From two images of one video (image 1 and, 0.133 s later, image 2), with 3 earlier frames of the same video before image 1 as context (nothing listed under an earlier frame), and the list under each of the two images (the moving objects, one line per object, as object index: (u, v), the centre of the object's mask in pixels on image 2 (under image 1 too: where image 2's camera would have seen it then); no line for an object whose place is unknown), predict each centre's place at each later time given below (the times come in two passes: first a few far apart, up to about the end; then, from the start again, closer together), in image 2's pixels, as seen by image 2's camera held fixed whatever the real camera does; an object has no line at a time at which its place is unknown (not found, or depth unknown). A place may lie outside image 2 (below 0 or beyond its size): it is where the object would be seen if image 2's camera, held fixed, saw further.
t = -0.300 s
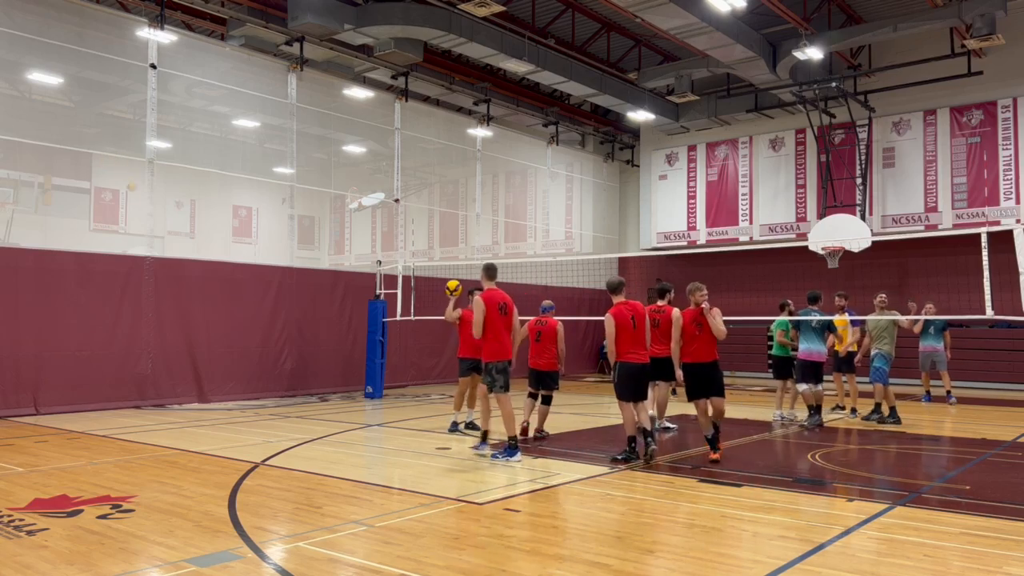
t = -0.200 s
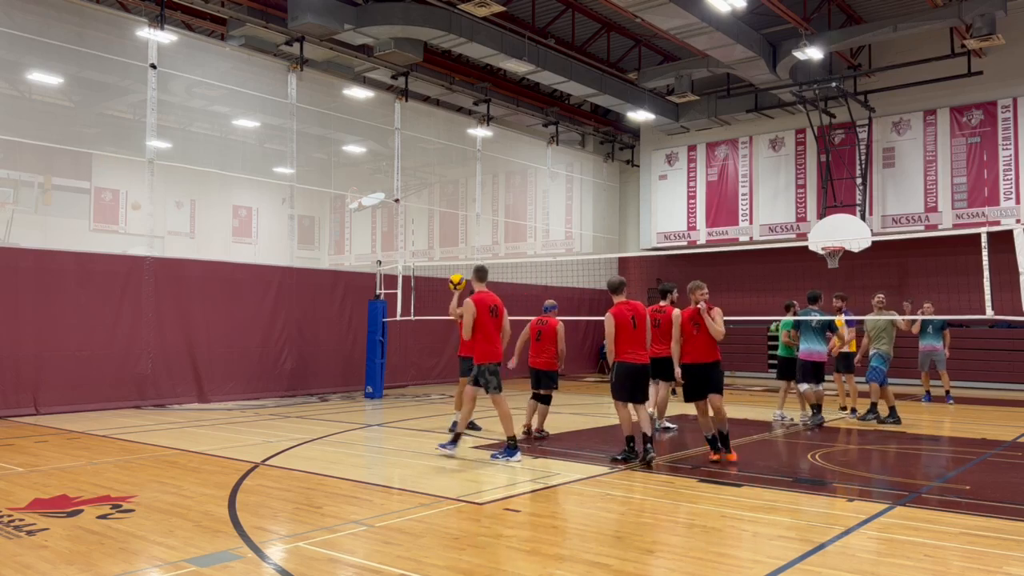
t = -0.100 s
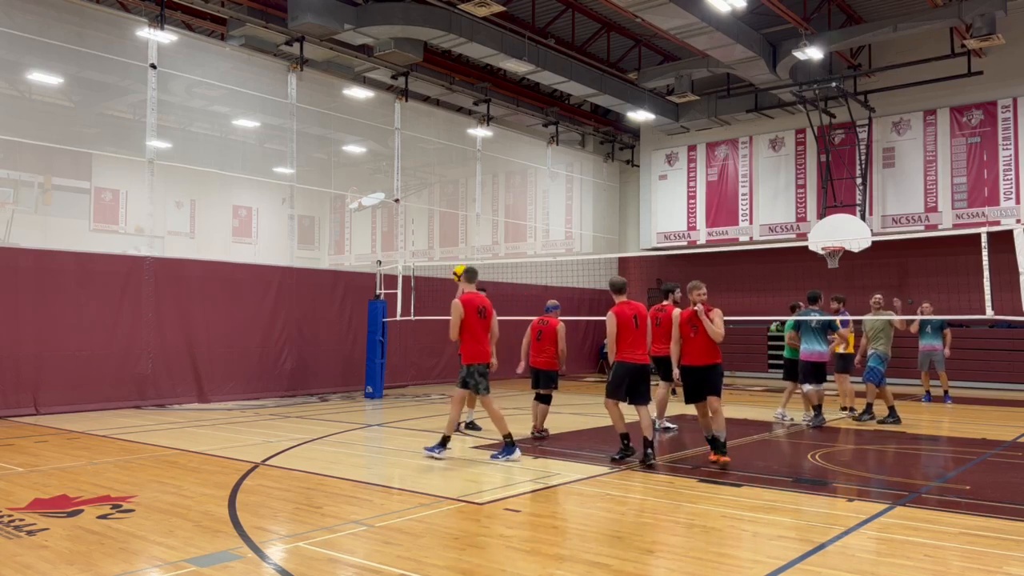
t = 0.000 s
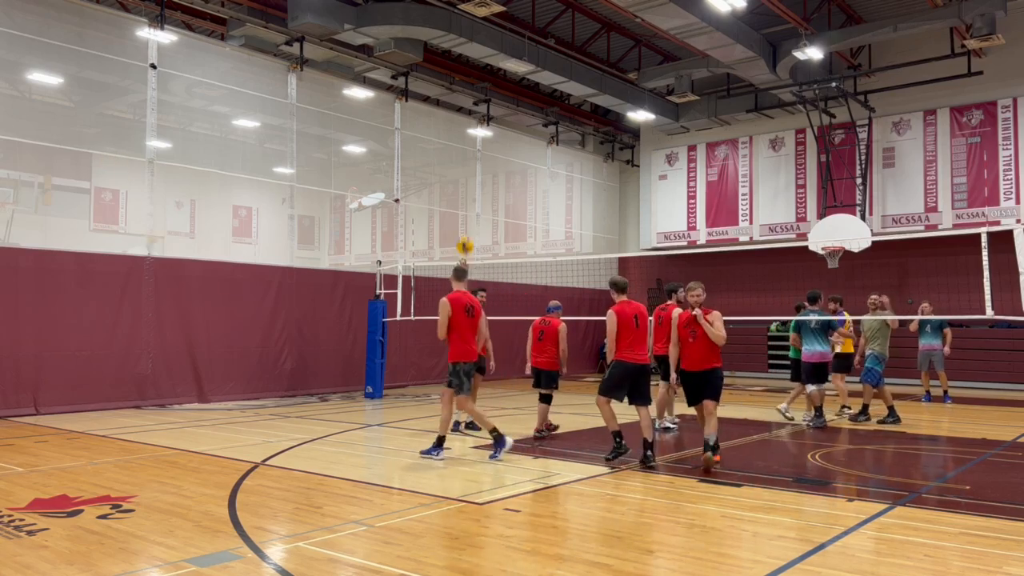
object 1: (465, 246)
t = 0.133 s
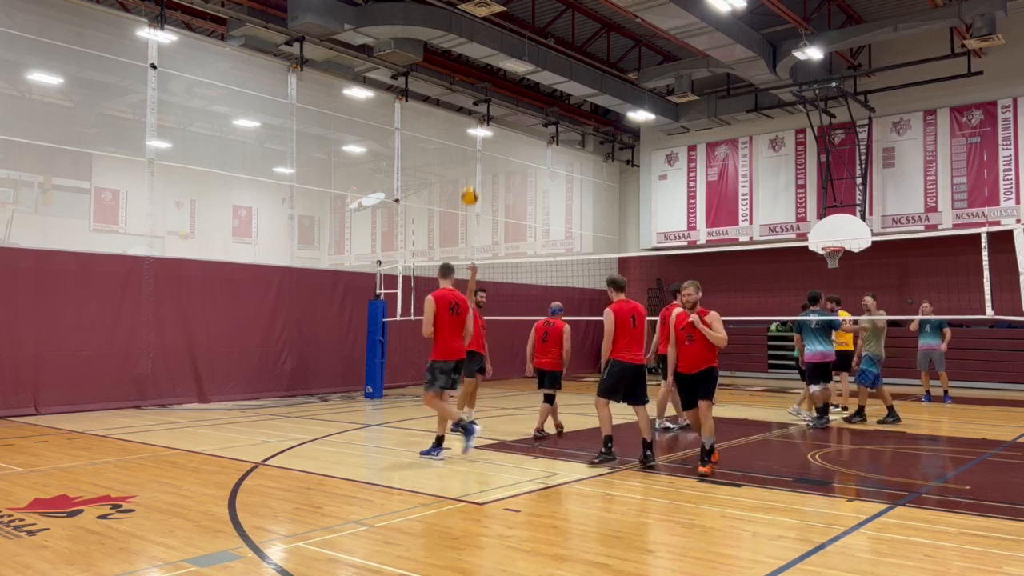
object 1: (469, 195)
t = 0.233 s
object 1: (474, 165)
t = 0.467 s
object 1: (485, 120)
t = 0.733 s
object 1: (500, 127)
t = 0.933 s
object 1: (513, 187)
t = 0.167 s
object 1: (471, 186)
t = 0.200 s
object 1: (472, 174)
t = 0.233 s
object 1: (474, 165)
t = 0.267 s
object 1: (476, 157)
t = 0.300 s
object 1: (477, 149)
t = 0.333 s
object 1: (478, 142)
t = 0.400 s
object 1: (482, 129)
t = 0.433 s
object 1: (484, 124)
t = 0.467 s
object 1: (485, 120)
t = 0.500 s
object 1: (487, 117)
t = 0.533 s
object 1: (489, 115)
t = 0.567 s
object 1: (491, 115)
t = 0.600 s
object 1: (492, 115)
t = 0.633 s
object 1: (494, 116)
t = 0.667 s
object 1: (496, 119)
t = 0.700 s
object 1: (498, 122)
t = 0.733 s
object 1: (500, 127)
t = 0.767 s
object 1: (503, 133)
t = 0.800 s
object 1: (505, 141)
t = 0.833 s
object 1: (506, 150)
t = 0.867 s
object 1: (509, 160)
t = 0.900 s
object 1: (511, 173)
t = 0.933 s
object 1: (513, 187)
